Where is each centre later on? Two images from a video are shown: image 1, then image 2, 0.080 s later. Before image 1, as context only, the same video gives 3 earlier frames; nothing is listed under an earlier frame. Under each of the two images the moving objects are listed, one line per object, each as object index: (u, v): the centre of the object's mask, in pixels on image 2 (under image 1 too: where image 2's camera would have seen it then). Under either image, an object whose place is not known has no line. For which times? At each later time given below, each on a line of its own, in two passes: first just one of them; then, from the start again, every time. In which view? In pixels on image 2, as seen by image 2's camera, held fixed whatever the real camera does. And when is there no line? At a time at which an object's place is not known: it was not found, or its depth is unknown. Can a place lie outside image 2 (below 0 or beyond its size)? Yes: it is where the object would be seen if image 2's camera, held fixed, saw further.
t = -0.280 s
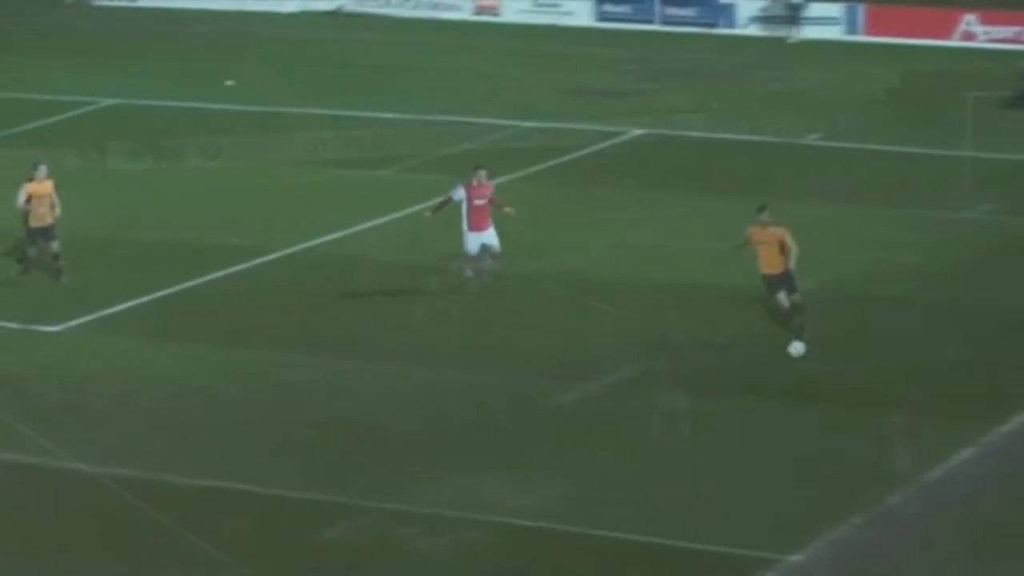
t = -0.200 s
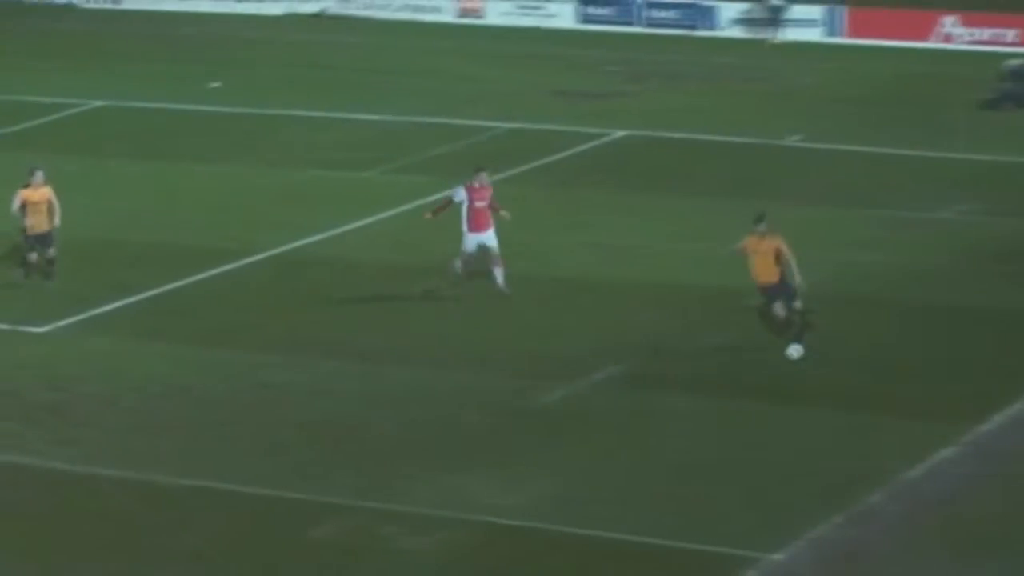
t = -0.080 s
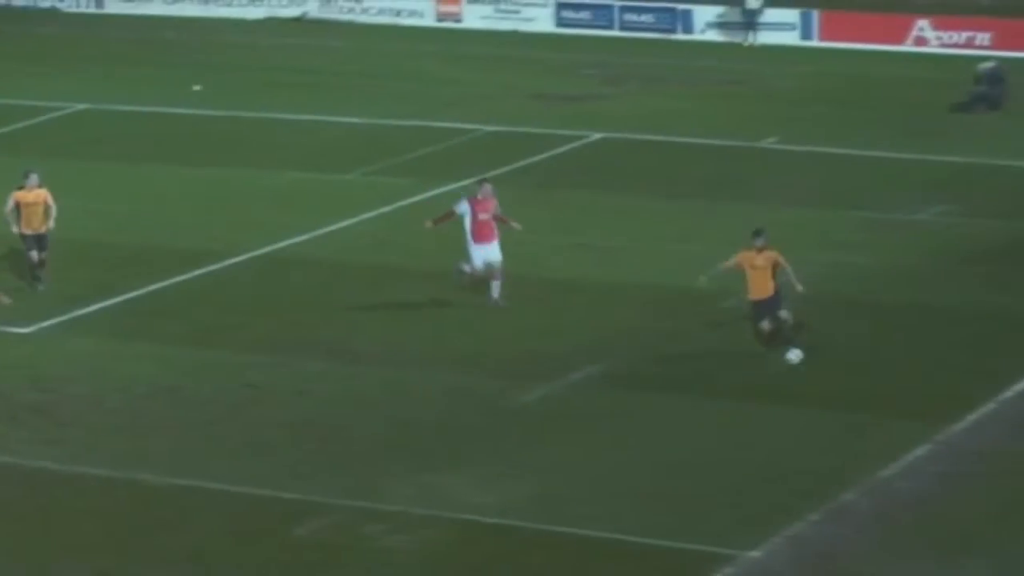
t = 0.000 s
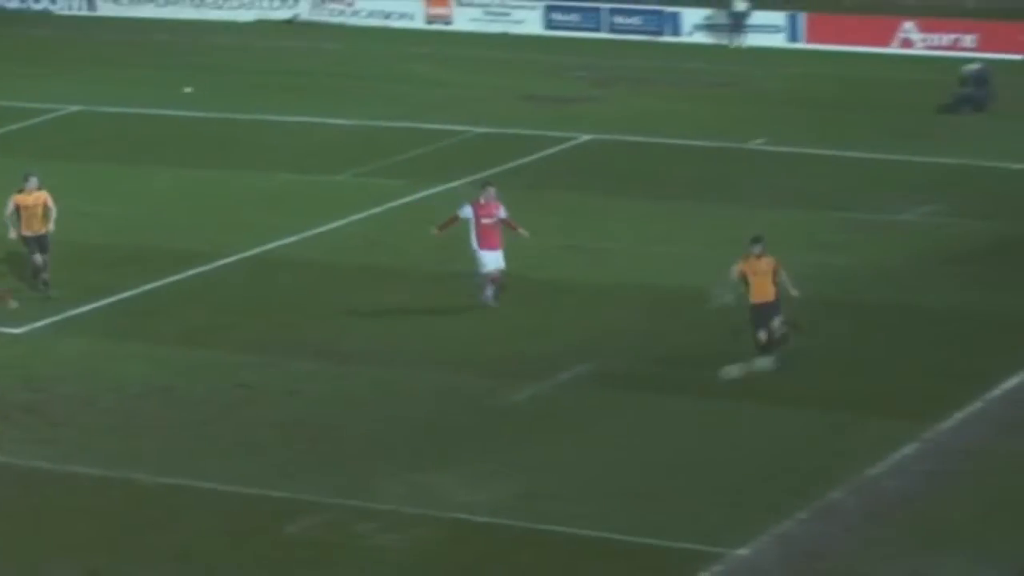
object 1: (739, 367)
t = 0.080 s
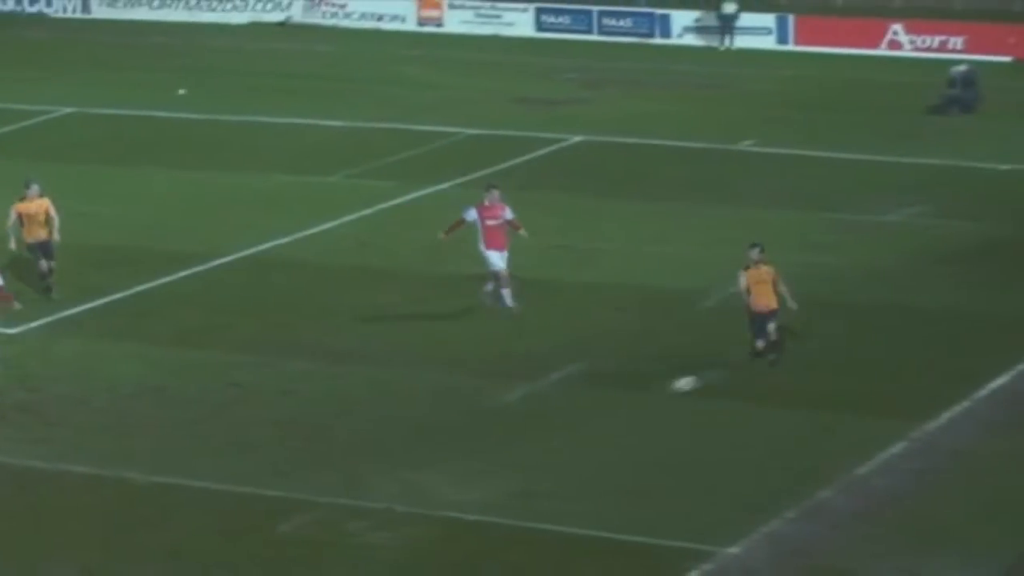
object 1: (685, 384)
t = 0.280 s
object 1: (559, 420)
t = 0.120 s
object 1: (660, 391)
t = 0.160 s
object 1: (634, 399)
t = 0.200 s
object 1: (609, 407)
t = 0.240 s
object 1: (584, 413)
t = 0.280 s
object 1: (559, 420)
